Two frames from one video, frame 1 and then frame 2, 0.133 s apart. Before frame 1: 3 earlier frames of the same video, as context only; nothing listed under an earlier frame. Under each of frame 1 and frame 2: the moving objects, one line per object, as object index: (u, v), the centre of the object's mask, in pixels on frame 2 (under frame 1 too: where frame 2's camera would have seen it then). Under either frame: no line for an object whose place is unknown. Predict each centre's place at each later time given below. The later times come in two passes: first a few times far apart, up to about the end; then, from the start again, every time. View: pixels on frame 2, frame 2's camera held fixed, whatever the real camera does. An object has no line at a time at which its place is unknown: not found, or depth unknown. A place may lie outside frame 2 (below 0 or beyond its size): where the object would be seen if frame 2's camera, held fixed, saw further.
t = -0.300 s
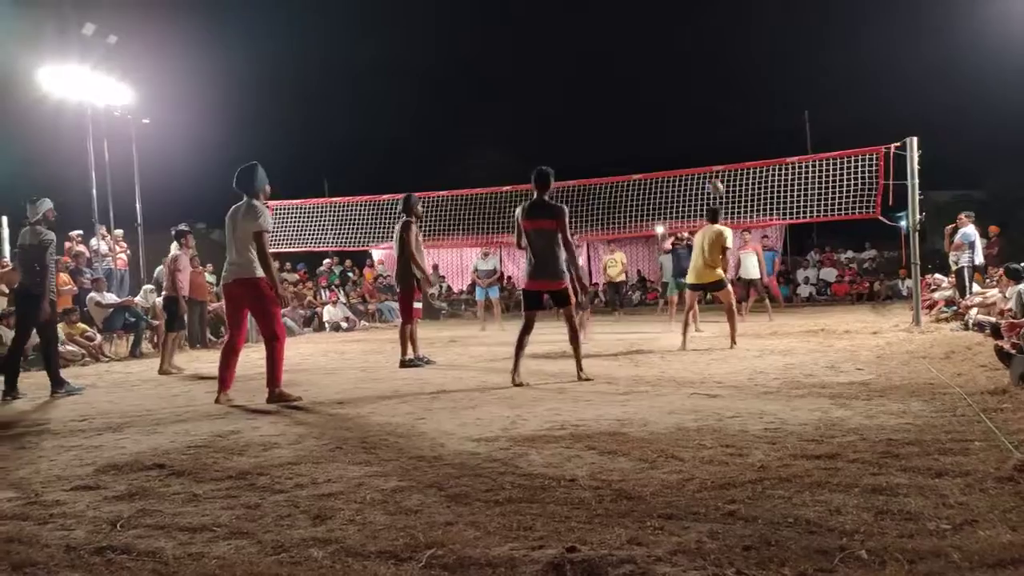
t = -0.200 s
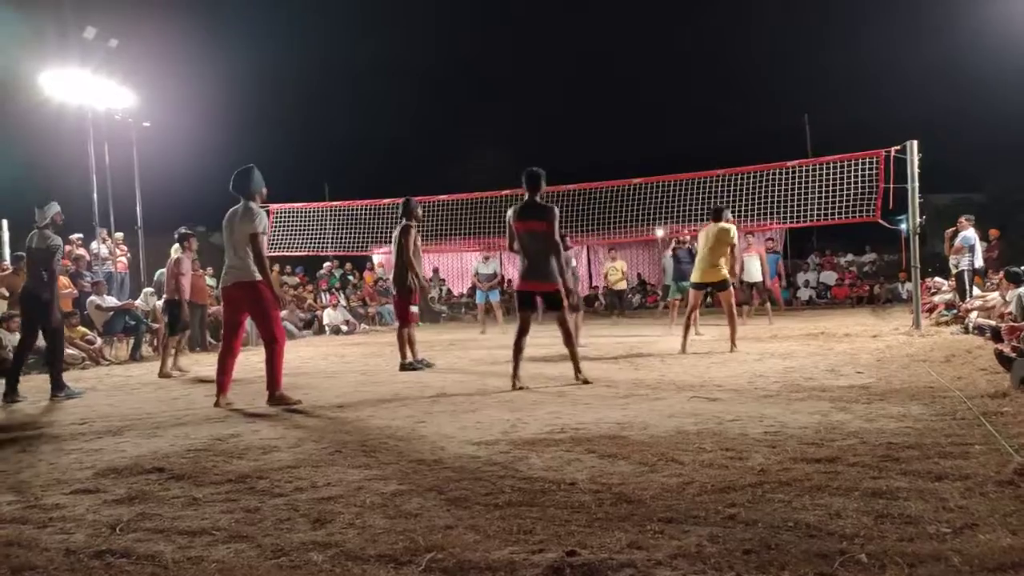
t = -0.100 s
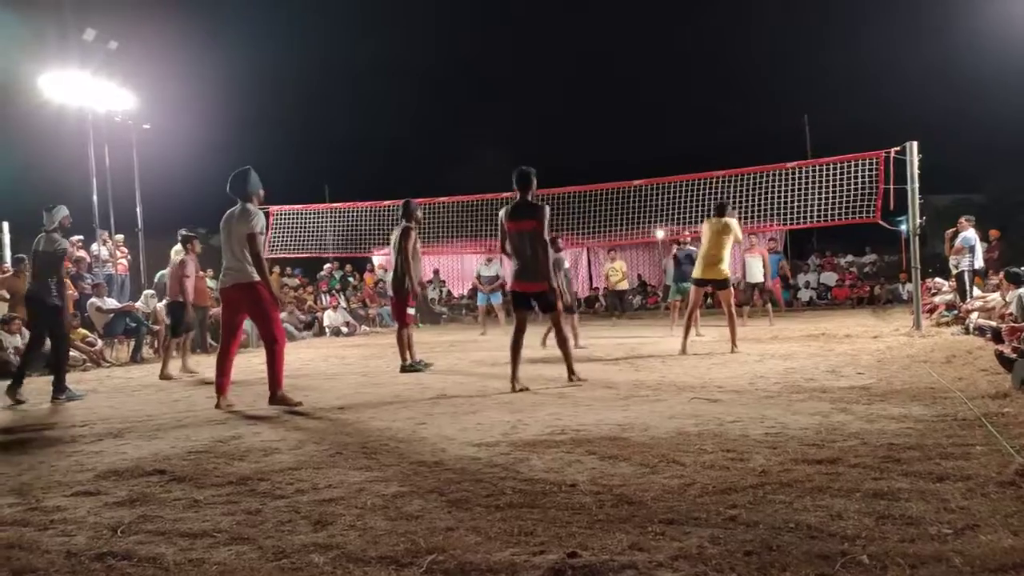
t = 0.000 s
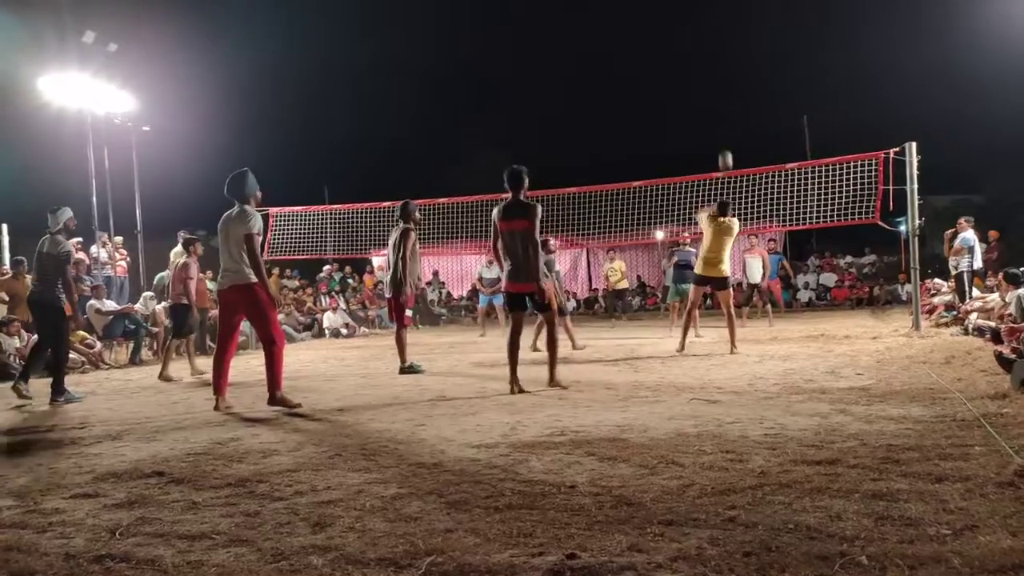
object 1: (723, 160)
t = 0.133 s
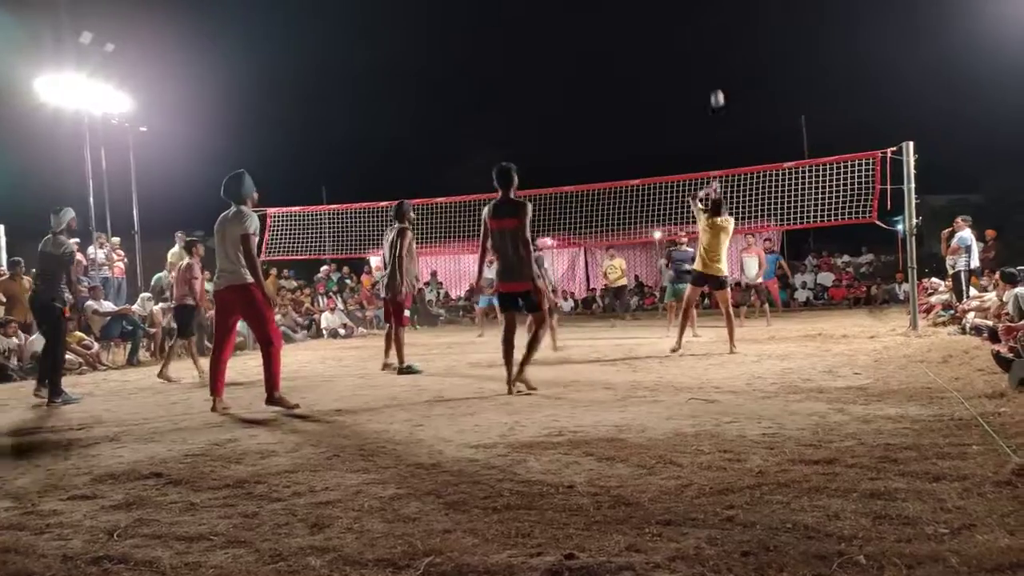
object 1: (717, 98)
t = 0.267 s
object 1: (712, 56)
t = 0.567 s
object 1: (701, 17)
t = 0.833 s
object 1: (695, 30)
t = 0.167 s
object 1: (716, 85)
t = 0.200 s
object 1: (714, 75)
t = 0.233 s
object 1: (713, 65)
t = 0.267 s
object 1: (712, 56)
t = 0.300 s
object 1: (710, 49)
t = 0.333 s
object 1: (709, 42)
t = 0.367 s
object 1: (708, 36)
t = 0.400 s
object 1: (706, 31)
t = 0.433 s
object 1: (704, 26)
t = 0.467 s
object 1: (704, 23)
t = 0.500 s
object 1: (703, 20)
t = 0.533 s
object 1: (702, 18)
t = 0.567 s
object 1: (701, 17)
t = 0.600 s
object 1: (700, 17)
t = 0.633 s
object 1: (700, 17)
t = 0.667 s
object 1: (699, 18)
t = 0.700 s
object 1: (698, 19)
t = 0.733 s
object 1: (696, 21)
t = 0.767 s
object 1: (696, 24)
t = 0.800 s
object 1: (696, 27)
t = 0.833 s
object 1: (695, 30)
